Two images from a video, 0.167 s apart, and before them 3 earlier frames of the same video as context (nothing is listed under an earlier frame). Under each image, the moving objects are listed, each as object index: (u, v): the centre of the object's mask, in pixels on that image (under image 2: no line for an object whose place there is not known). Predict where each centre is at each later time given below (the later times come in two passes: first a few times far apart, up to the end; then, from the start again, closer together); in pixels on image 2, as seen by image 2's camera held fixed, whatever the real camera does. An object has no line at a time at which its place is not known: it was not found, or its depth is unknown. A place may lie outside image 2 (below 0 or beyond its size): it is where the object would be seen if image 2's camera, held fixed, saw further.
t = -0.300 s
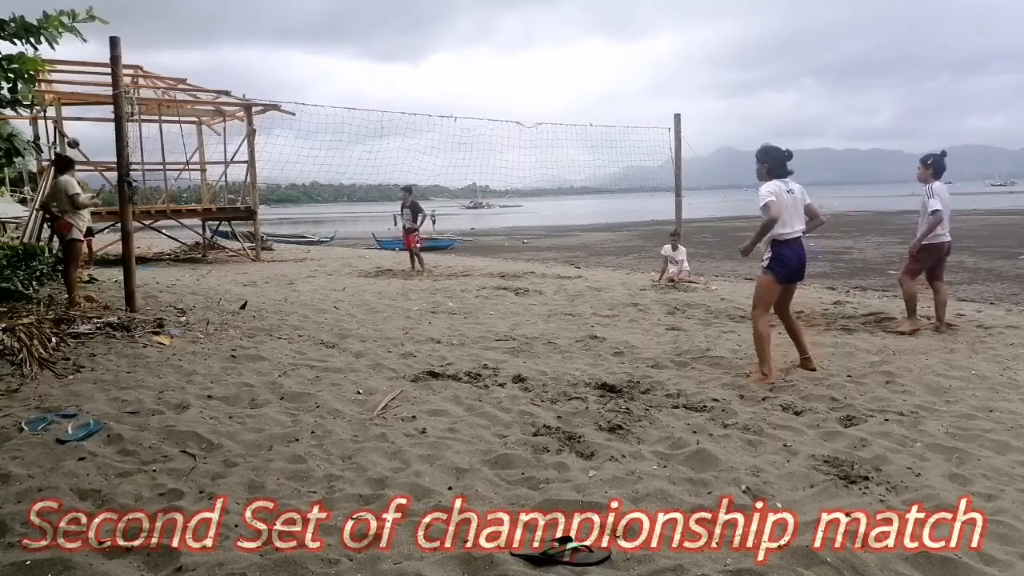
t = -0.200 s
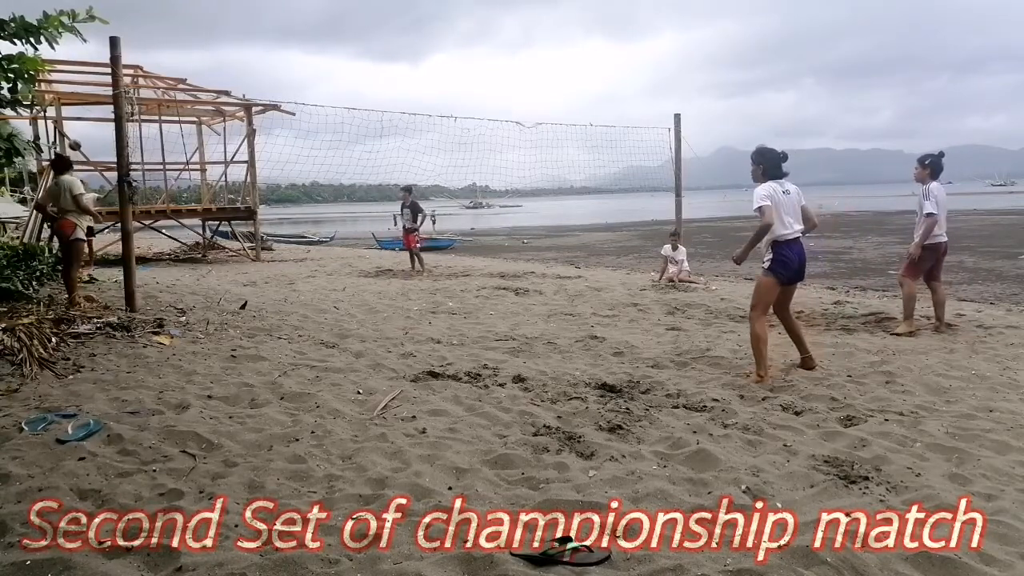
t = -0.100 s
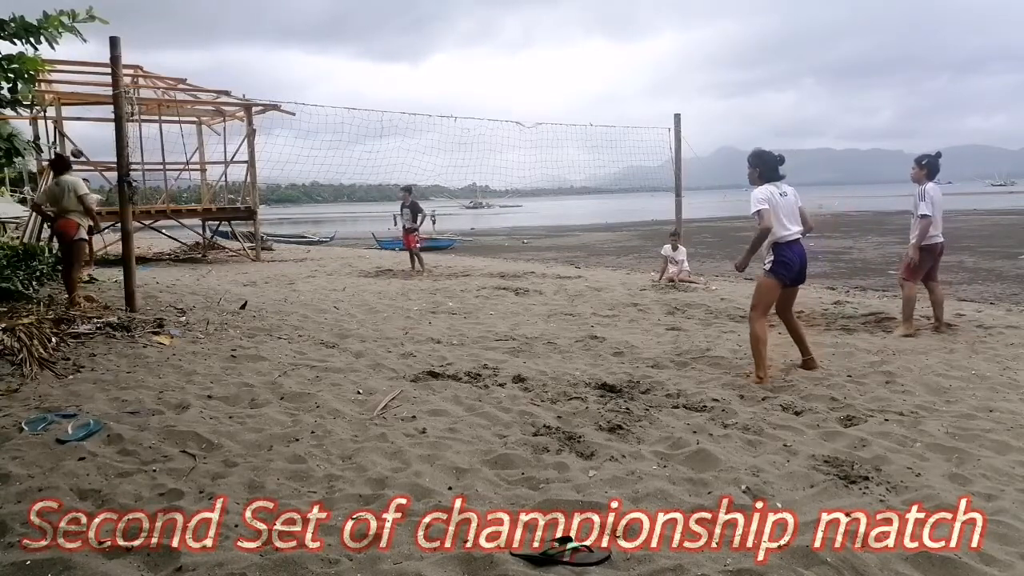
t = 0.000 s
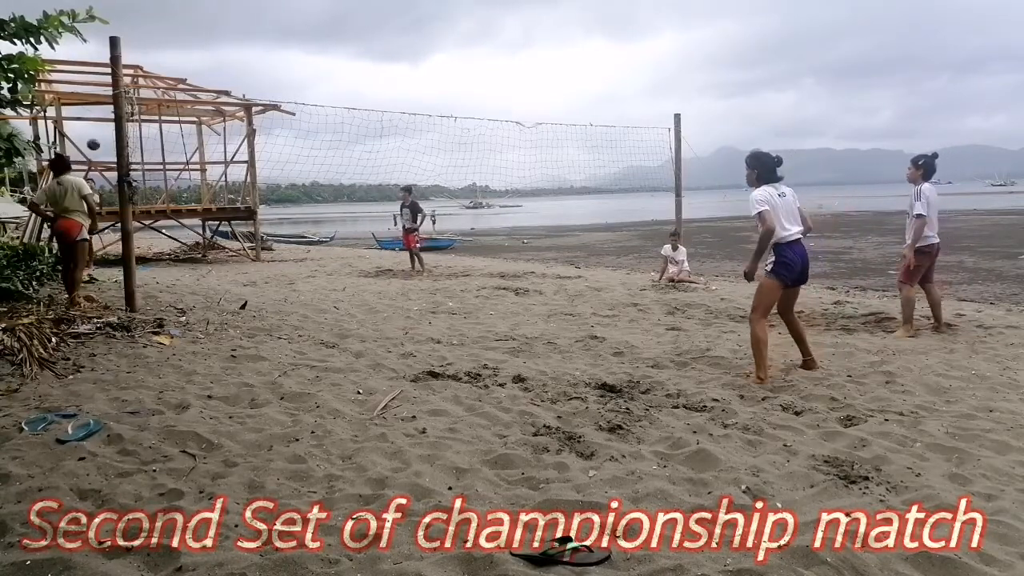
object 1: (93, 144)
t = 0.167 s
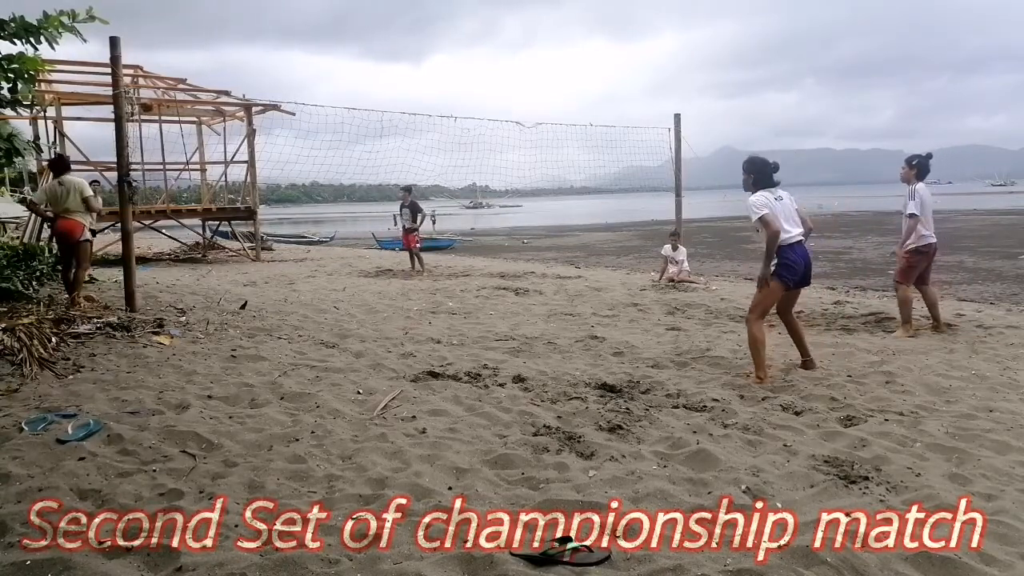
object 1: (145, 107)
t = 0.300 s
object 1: (200, 82)
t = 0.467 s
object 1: (289, 64)
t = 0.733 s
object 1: (495, 88)
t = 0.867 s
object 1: (645, 141)
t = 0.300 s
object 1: (200, 82)
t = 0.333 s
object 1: (215, 77)
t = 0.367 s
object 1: (232, 73)
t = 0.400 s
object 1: (250, 69)
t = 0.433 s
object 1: (269, 66)
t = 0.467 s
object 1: (289, 64)
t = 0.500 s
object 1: (309, 63)
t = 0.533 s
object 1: (331, 62)
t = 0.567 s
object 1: (355, 63)
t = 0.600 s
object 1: (379, 66)
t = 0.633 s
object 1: (406, 69)
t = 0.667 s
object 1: (433, 74)
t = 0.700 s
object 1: (463, 80)
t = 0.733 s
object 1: (495, 88)
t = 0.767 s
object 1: (529, 98)
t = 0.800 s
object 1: (565, 109)
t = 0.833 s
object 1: (603, 124)
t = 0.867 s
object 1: (645, 141)
